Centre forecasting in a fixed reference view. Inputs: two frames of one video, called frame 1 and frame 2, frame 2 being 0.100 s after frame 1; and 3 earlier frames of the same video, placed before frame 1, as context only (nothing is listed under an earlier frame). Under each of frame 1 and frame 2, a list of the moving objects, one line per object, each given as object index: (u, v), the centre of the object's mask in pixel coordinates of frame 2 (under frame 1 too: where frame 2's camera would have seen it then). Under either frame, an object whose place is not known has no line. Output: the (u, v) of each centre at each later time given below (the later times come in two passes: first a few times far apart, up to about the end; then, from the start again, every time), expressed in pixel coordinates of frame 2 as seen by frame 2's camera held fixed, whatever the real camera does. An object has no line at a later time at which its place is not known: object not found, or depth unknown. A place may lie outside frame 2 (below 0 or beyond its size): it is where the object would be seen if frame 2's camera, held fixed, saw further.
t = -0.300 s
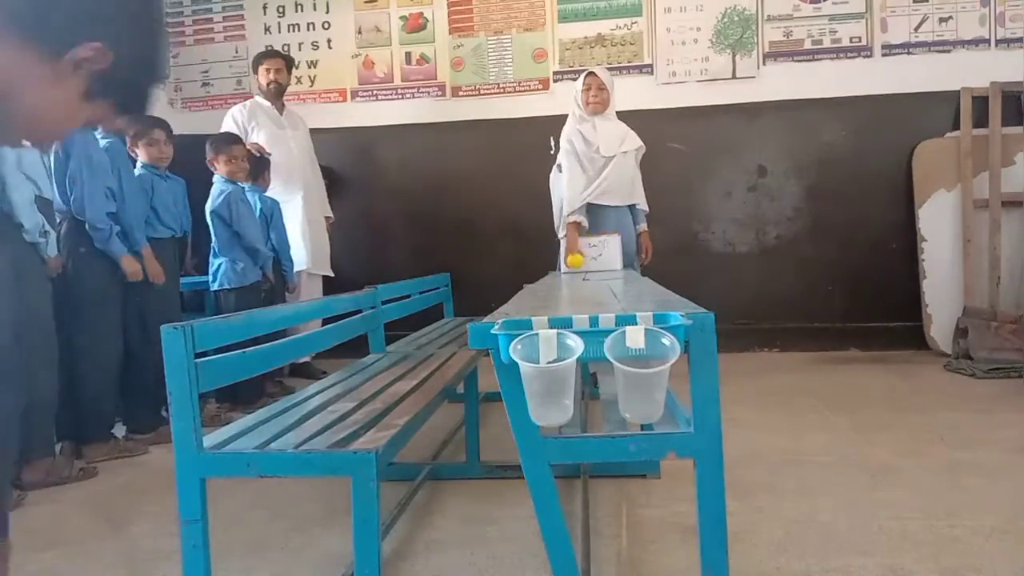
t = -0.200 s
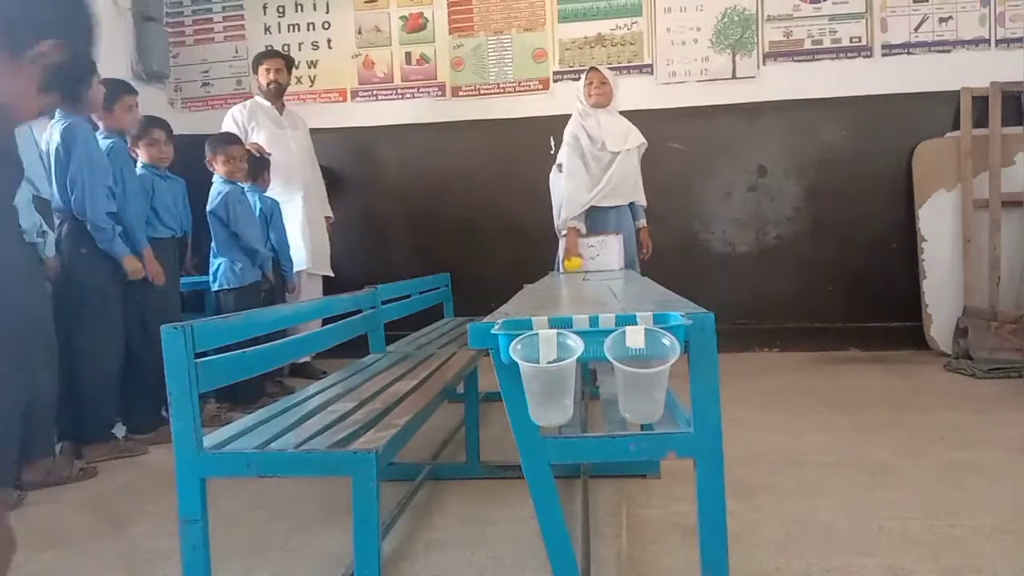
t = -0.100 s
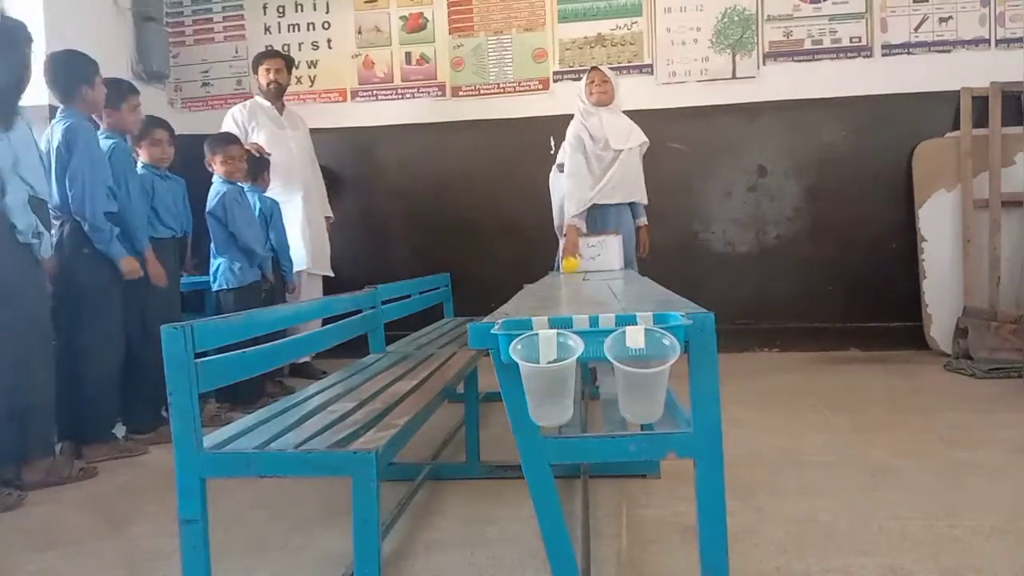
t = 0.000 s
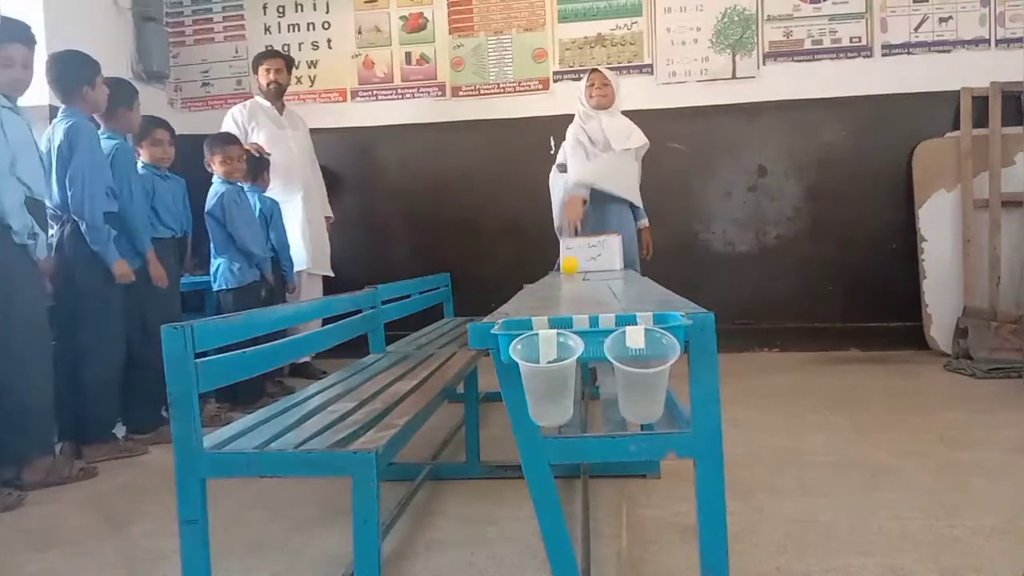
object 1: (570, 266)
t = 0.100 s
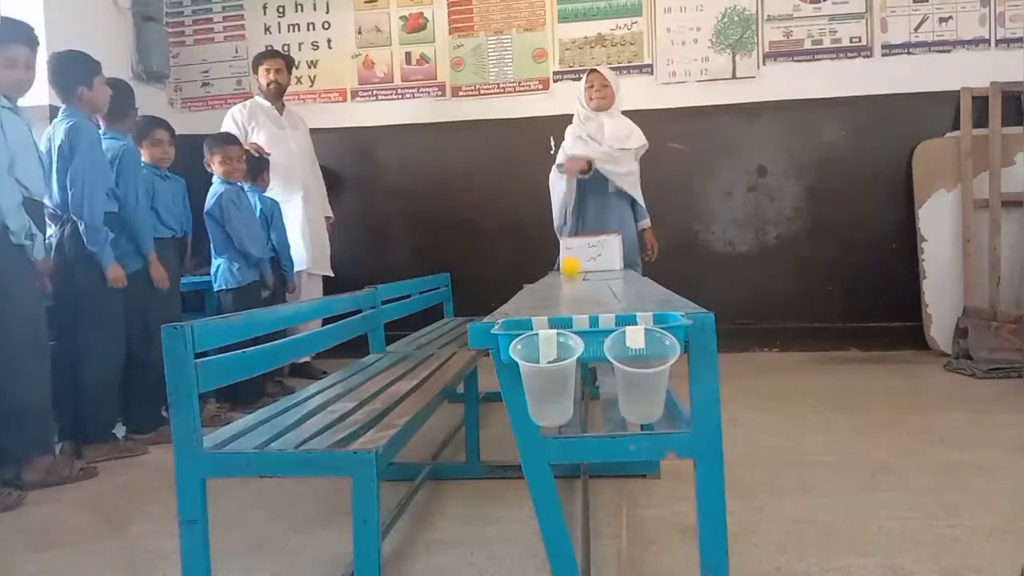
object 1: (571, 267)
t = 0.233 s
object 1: (573, 268)
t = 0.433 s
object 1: (575, 267)
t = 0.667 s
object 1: (554, 278)
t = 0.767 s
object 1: (541, 285)
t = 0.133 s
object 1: (572, 268)
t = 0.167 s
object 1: (572, 268)
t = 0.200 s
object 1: (572, 268)
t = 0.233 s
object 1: (573, 268)
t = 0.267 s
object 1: (573, 268)
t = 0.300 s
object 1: (574, 263)
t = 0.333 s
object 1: (574, 260)
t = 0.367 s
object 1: (575, 262)
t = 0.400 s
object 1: (575, 270)
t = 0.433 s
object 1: (575, 267)
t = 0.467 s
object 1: (574, 265)
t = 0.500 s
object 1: (572, 268)
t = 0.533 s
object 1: (570, 274)
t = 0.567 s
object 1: (568, 273)
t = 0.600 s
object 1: (564, 274)
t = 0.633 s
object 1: (560, 278)
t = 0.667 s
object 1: (554, 278)
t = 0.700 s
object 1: (550, 281)
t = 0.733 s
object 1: (546, 283)
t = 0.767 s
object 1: (541, 285)
